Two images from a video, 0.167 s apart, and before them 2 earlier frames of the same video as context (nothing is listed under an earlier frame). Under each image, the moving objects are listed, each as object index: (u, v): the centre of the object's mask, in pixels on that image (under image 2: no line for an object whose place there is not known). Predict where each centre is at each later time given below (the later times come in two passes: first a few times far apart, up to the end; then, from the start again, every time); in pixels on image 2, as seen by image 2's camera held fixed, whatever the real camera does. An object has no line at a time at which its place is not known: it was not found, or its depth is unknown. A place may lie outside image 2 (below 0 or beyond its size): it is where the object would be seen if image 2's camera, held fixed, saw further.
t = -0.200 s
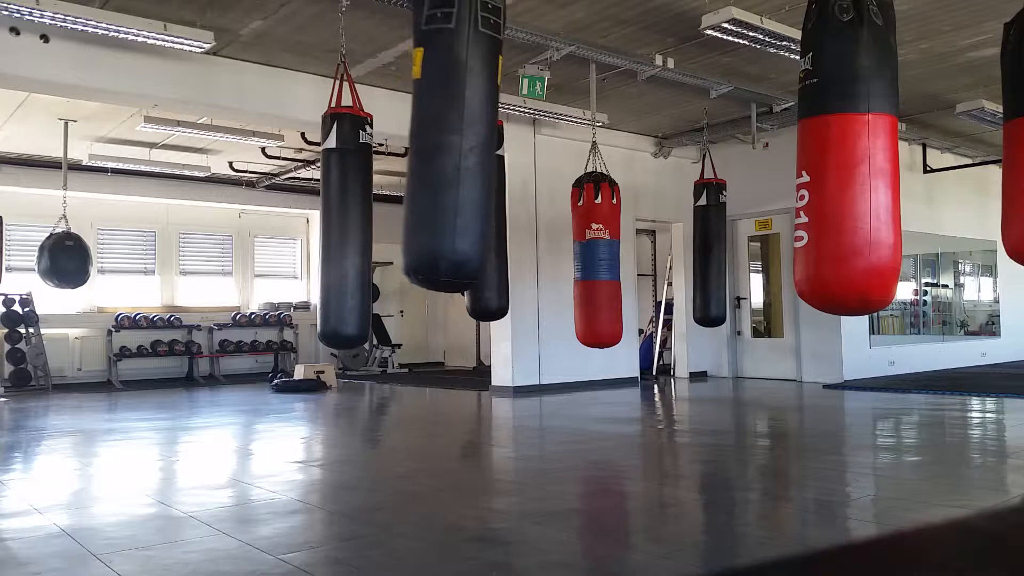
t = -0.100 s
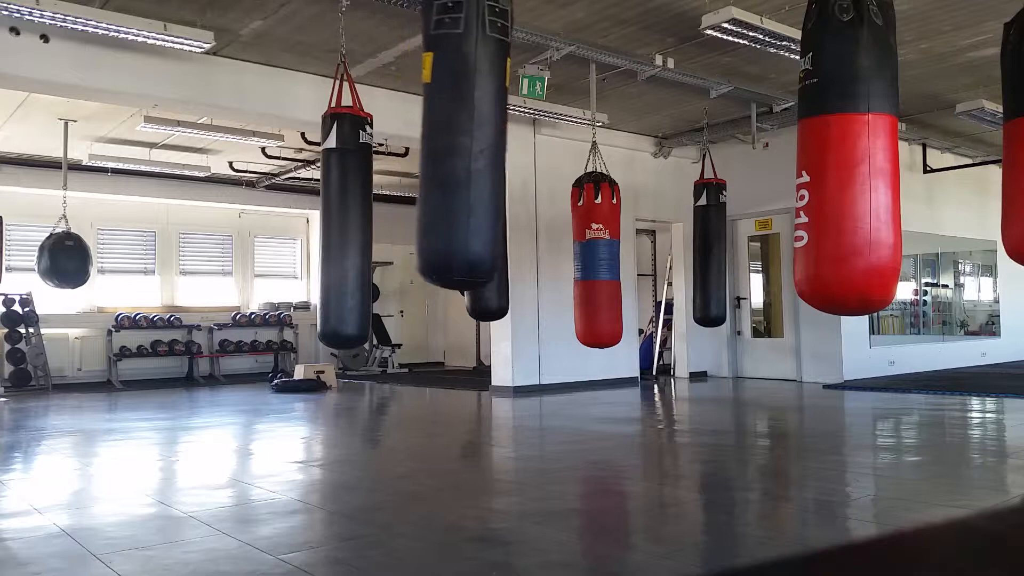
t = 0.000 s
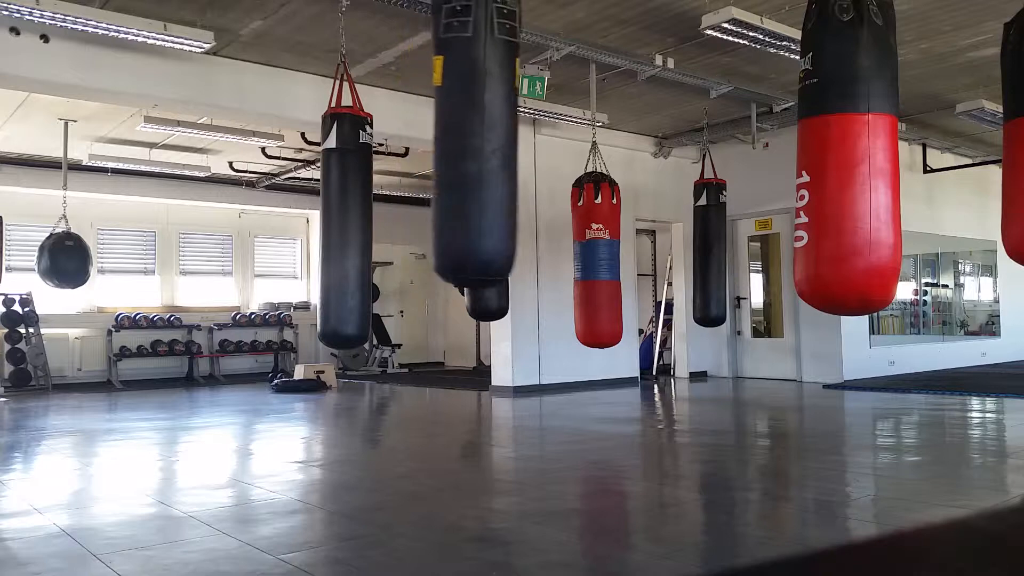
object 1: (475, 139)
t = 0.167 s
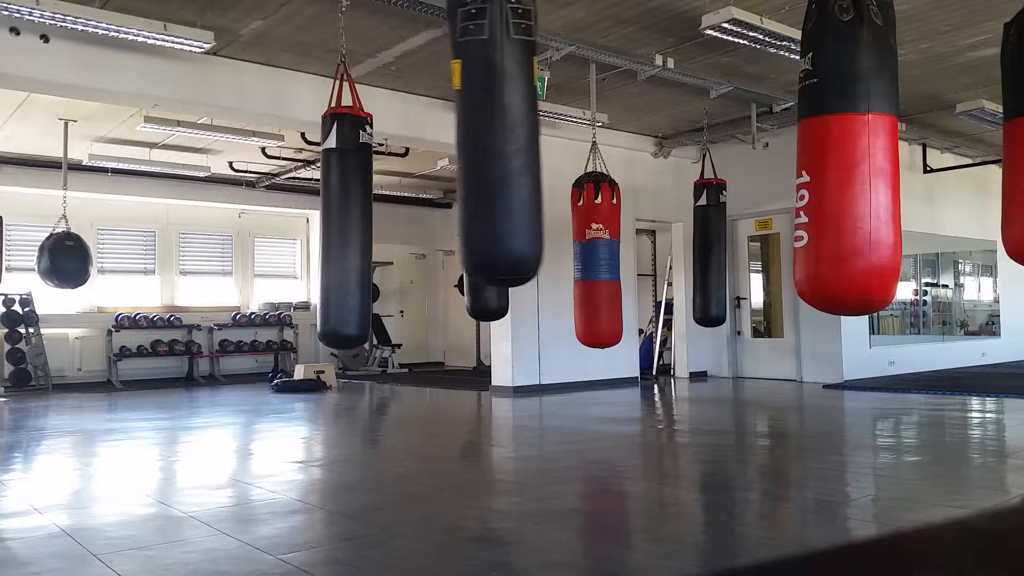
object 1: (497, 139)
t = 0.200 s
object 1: (501, 140)
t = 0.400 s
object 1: (528, 140)
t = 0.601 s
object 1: (552, 143)
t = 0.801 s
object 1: (568, 143)
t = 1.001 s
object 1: (569, 140)
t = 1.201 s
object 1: (551, 135)
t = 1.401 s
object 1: (515, 131)
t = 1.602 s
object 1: (475, 134)
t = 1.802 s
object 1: (446, 140)
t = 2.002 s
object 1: (435, 145)
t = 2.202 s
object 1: (441, 145)
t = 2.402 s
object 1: (459, 142)
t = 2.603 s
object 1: (483, 140)
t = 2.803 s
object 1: (508, 140)
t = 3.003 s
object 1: (534, 141)
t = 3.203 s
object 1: (554, 143)
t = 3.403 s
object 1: (566, 144)
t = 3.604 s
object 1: (563, 140)
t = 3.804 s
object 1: (541, 135)
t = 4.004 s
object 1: (505, 131)
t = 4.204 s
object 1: (467, 133)
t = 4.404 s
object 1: (441, 139)
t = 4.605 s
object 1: (436, 145)
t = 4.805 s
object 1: (445, 145)
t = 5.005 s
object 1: (465, 143)
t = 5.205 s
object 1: (489, 140)
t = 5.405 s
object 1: (514, 141)
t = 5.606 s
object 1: (537, 141)
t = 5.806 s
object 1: (556, 143)
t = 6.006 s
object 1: (564, 144)
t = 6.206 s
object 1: (557, 141)
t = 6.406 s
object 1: (531, 135)
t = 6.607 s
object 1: (495, 131)
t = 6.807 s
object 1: (460, 133)
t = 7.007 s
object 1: (439, 141)
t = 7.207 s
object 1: (437, 145)
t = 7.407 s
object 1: (449, 144)
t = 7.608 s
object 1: (470, 142)
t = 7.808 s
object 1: (495, 141)
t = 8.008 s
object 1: (520, 141)
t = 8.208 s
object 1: (542, 142)
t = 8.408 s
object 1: (557, 143)
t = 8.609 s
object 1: (561, 144)
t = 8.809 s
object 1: (550, 140)
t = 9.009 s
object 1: (523, 134)
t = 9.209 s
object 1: (486, 131)
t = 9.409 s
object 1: (453, 134)
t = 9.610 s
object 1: (436, 140)
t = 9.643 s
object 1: (435, 141)
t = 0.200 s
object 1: (501, 140)
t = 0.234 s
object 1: (506, 139)
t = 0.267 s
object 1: (510, 140)
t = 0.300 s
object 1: (515, 140)
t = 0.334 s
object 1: (520, 140)
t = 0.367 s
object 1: (524, 140)
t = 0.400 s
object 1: (528, 140)
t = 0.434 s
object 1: (532, 141)
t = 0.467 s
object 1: (537, 141)
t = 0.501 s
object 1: (541, 142)
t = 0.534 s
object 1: (545, 142)
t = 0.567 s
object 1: (549, 143)
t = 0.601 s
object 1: (552, 143)
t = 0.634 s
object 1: (555, 143)
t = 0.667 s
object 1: (558, 143)
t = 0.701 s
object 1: (561, 143)
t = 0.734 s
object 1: (564, 143)
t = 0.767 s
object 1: (566, 144)
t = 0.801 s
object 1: (568, 143)
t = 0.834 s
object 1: (569, 143)
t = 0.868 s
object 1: (570, 143)
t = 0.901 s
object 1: (570, 142)
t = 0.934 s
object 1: (570, 142)
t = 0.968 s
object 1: (570, 141)
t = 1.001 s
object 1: (569, 140)
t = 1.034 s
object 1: (567, 140)
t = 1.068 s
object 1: (565, 138)
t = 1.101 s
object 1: (563, 138)
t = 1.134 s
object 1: (560, 136)
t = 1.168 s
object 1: (556, 136)
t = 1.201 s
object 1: (551, 135)
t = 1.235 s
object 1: (546, 134)
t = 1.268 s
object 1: (540, 133)
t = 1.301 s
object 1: (534, 132)
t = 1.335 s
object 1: (528, 132)
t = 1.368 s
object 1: (523, 130)
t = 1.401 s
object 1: (515, 131)
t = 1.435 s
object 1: (509, 131)
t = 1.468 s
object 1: (502, 131)
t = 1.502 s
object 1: (495, 132)
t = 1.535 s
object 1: (489, 132)
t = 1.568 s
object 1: (482, 133)
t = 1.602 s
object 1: (475, 134)
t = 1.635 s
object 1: (470, 134)
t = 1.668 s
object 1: (464, 135)
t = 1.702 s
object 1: (459, 136)
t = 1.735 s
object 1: (454, 138)
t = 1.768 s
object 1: (450, 139)
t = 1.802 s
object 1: (446, 140)
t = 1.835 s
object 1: (443, 140)
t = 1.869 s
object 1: (440, 142)
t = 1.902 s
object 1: (438, 143)
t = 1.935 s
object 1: (437, 143)
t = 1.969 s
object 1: (436, 144)
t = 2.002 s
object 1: (435, 145)
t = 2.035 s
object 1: (435, 145)
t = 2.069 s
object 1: (436, 145)
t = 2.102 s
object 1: (437, 146)
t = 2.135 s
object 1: (438, 145)
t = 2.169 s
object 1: (439, 146)
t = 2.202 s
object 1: (441, 145)
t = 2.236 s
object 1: (443, 144)
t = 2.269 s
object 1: (446, 144)
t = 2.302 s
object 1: (449, 144)
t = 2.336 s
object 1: (452, 143)
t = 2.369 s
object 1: (456, 143)
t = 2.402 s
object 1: (459, 142)
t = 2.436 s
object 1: (462, 142)
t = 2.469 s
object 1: (466, 141)
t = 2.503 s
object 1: (470, 141)
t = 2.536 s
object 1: (474, 140)
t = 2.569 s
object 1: (478, 140)
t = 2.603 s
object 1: (483, 140)
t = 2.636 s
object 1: (487, 139)
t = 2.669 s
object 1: (491, 139)
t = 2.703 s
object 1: (495, 139)
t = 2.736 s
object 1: (500, 139)
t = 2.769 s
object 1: (503, 140)
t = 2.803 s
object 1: (508, 140)
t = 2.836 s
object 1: (513, 140)
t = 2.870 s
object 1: (517, 140)
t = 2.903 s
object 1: (522, 140)
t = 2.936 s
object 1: (525, 140)
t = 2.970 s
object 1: (530, 140)
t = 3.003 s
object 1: (534, 141)
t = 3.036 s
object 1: (537, 140)
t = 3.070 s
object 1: (541, 141)
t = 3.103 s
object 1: (545, 141)
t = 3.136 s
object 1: (548, 142)
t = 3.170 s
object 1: (552, 143)
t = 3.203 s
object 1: (554, 143)
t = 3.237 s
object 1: (557, 143)
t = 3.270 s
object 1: (560, 143)
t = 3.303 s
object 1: (562, 144)
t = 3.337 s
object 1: (564, 144)
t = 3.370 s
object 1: (565, 144)
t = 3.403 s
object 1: (566, 144)
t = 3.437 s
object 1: (567, 143)
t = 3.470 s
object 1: (567, 143)
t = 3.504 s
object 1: (567, 142)
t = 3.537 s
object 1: (566, 142)
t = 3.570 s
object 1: (565, 141)
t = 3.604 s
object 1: (563, 140)
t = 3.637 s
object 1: (561, 140)
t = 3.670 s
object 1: (558, 139)
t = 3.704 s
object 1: (555, 138)
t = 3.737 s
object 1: (550, 136)
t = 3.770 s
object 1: (546, 135)
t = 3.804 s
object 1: (541, 135)
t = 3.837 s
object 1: (535, 134)
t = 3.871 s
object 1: (529, 133)
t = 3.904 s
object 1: (524, 132)
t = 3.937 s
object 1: (518, 132)
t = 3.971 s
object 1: (511, 131)
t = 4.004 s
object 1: (505, 131)
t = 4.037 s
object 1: (498, 131)
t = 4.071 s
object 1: (492, 131)
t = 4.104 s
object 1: (485, 131)
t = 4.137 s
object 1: (479, 132)
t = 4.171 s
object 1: (473, 133)
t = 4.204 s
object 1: (467, 133)
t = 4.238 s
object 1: (461, 134)
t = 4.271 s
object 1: (457, 135)
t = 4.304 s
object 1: (452, 136)
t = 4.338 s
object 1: (449, 138)
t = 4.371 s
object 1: (445, 138)
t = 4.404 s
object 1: (441, 139)
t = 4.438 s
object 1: (440, 141)
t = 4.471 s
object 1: (438, 142)
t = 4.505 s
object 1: (437, 143)
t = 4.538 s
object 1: (436, 144)
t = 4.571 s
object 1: (436, 144)
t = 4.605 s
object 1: (436, 145)
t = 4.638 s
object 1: (437, 145)
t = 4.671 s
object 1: (438, 146)
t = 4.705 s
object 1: (439, 145)
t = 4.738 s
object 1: (441, 145)
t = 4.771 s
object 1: (443, 145)
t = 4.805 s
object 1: (445, 145)
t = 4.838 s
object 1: (448, 145)
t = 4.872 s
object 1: (451, 144)
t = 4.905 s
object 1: (454, 143)
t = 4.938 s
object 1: (458, 143)
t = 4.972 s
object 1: (461, 143)
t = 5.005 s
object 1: (465, 143)
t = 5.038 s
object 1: (469, 142)
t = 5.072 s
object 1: (473, 142)
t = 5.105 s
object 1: (477, 141)
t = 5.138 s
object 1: (481, 141)
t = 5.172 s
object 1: (485, 141)
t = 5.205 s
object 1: (489, 140)
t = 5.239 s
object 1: (493, 140)
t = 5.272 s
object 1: (497, 140)
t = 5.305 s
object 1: (502, 140)
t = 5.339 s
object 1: (505, 142)
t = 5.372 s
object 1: (510, 141)
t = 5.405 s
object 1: (514, 141)
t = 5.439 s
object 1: (518, 141)
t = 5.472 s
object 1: (523, 141)
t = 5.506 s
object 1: (527, 140)
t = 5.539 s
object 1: (530, 141)
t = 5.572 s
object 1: (534, 141)
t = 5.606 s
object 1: (537, 141)
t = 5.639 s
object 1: (541, 141)
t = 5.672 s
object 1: (544, 141)
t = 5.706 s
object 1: (548, 142)
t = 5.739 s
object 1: (551, 143)
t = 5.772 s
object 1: (553, 143)
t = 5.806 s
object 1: (556, 143)
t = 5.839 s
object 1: (558, 143)
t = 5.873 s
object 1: (560, 144)
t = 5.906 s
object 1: (562, 144)
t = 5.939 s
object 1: (563, 144)
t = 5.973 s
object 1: (563, 144)
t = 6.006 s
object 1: (564, 144)
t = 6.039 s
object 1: (564, 144)
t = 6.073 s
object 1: (564, 143)
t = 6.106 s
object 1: (562, 142)
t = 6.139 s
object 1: (561, 142)
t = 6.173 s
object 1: (559, 141)
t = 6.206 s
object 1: (557, 141)
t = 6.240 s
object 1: (554, 139)
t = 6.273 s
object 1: (550, 138)
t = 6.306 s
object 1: (546, 137)
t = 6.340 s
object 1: (542, 136)
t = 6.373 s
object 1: (537, 135)
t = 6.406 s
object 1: (531, 135)
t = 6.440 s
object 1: (526, 133)
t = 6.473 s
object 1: (519, 133)
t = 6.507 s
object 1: (514, 132)
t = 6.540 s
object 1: (508, 131)
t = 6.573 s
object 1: (501, 131)
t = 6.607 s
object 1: (495, 131)
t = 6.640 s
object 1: (488, 131)
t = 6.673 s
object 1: (482, 131)
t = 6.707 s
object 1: (476, 132)
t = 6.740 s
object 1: (471, 132)
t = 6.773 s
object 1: (465, 132)
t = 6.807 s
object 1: (460, 133)
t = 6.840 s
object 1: (455, 134)
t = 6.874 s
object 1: (451, 136)
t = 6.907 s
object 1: (447, 137)
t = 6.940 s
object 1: (444, 138)
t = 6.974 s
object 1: (441, 139)
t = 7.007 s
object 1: (439, 141)
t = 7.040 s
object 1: (437, 141)
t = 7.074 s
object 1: (436, 142)
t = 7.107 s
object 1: (436, 143)
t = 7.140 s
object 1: (435, 144)
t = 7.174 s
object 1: (436, 144)
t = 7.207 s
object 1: (437, 145)
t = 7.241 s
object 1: (438, 145)
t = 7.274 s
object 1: (440, 146)
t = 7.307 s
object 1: (442, 145)
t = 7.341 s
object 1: (444, 146)
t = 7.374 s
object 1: (447, 145)
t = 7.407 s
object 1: (449, 144)
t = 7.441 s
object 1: (452, 144)
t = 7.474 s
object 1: (456, 145)
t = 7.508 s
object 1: (459, 144)
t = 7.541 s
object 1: (463, 144)
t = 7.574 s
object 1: (466, 143)
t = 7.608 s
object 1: (470, 142)
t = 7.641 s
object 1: (474, 143)
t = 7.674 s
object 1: (478, 142)
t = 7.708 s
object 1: (483, 142)
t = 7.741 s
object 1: (486, 142)
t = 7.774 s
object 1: (491, 141)
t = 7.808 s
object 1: (495, 141)
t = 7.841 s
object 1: (499, 141)
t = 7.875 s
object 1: (503, 141)
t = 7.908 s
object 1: (506, 142)
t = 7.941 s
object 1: (512, 141)
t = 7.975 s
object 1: (516, 141)
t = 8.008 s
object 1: (520, 141)
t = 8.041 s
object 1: (524, 141)
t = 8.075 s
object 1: (528, 140)
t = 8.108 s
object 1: (531, 141)
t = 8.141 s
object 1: (535, 141)
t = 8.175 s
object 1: (538, 142)
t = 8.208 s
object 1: (542, 142)
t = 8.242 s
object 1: (545, 142)
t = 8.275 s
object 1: (547, 142)
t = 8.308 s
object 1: (550, 143)
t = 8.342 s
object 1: (553, 143)
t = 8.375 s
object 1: (555, 143)
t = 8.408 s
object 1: (557, 143)
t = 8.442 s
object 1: (559, 144)
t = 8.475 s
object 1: (560, 144)
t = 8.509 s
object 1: (561, 144)
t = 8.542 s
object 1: (561, 144)
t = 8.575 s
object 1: (562, 144)
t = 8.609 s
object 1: (561, 144)
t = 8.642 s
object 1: (561, 144)
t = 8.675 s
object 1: (560, 143)
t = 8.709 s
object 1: (558, 142)
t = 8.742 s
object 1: (556, 142)
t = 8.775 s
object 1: (554, 141)
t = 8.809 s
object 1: (550, 140)
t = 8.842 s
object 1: (547, 139)
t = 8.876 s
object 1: (543, 138)
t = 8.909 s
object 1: (538, 137)
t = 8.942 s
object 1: (533, 136)
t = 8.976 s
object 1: (527, 135)
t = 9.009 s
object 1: (523, 134)
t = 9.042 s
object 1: (517, 134)
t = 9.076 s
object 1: (511, 133)
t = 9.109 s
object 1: (505, 132)
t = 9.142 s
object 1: (498, 132)
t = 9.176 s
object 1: (492, 131)
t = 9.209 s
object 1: (486, 131)
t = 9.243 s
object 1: (479, 132)
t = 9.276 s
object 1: (474, 132)
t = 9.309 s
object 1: (468, 132)
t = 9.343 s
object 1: (463, 133)
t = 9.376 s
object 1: (458, 134)
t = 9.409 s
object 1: (453, 134)
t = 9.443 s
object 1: (449, 135)
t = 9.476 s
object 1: (446, 136)
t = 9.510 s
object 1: (443, 137)
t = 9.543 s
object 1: (440, 139)
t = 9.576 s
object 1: (438, 140)
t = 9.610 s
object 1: (436, 140)
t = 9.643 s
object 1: (435, 141)
